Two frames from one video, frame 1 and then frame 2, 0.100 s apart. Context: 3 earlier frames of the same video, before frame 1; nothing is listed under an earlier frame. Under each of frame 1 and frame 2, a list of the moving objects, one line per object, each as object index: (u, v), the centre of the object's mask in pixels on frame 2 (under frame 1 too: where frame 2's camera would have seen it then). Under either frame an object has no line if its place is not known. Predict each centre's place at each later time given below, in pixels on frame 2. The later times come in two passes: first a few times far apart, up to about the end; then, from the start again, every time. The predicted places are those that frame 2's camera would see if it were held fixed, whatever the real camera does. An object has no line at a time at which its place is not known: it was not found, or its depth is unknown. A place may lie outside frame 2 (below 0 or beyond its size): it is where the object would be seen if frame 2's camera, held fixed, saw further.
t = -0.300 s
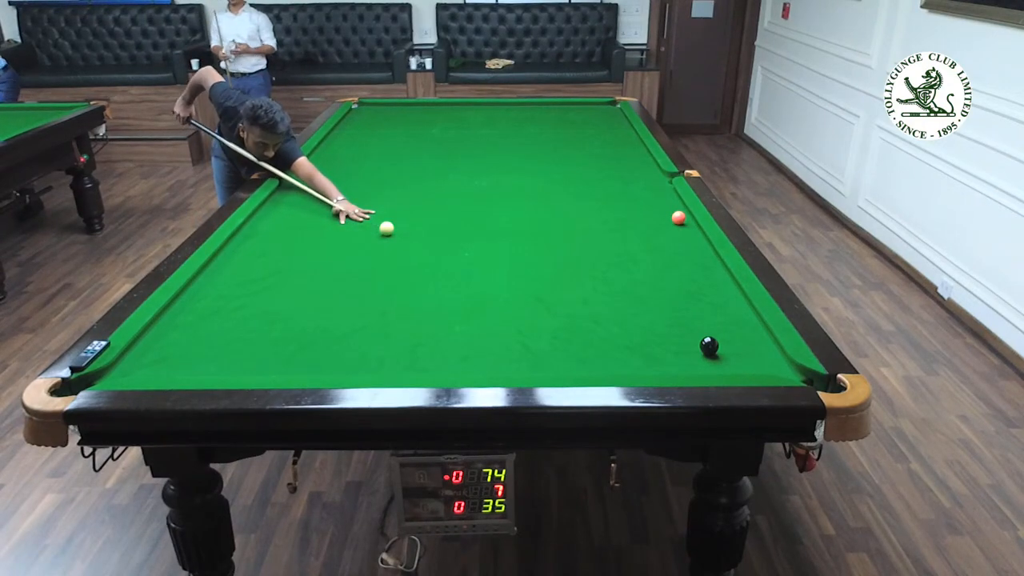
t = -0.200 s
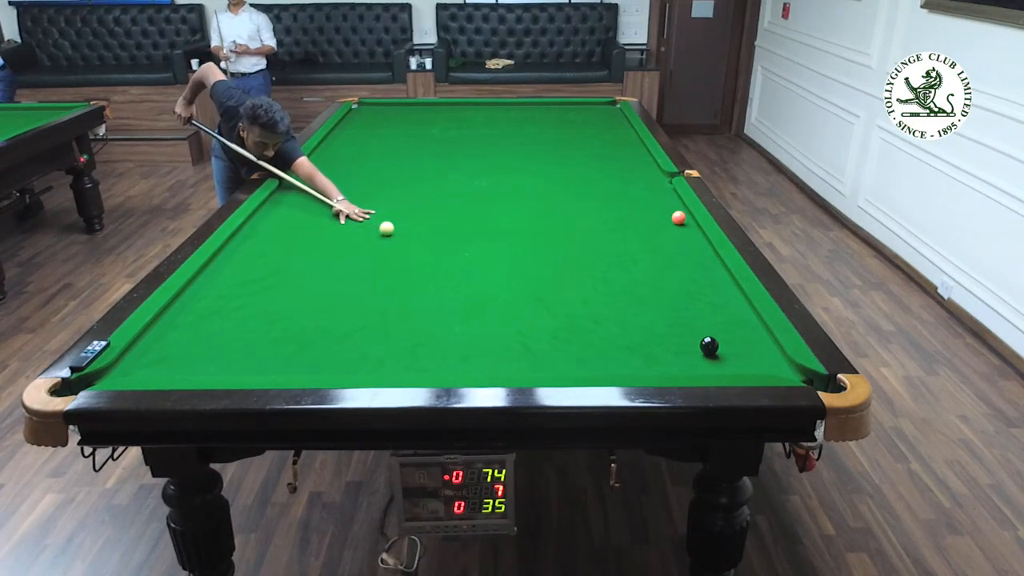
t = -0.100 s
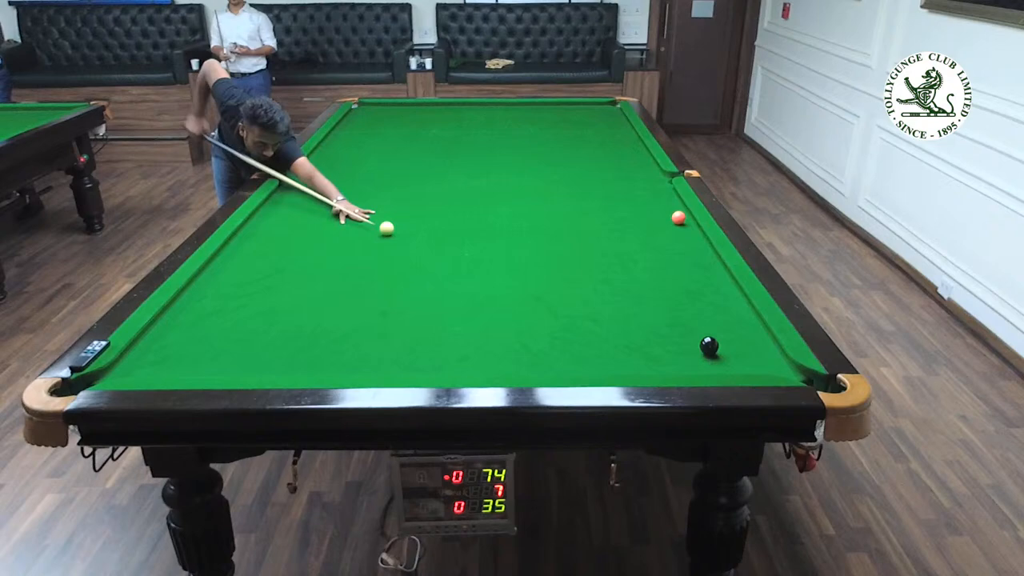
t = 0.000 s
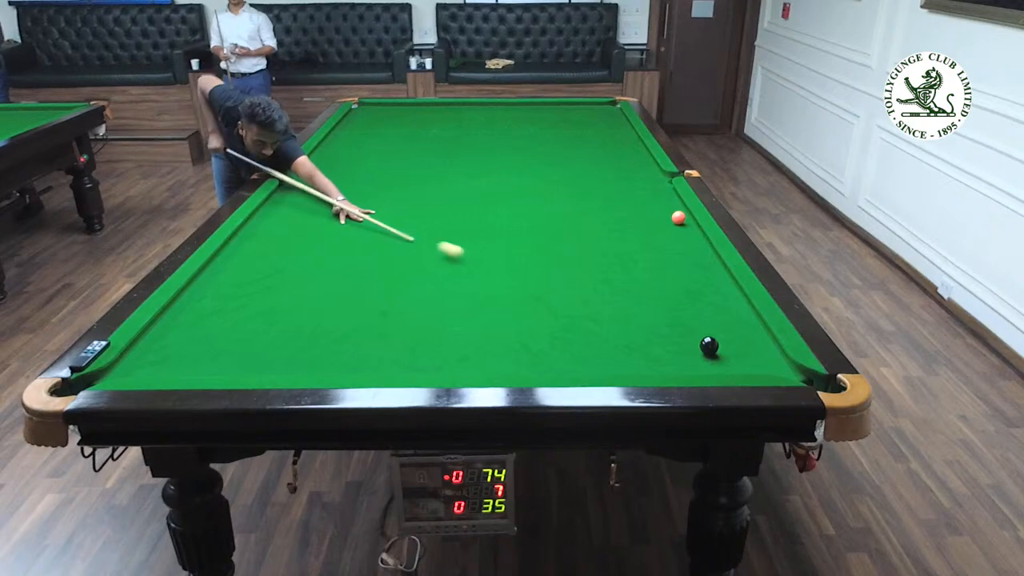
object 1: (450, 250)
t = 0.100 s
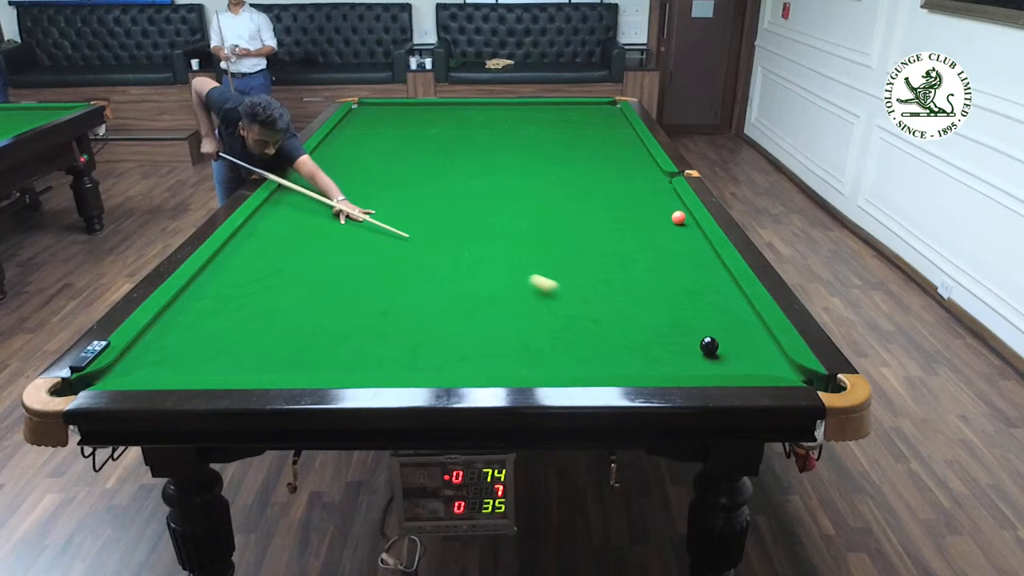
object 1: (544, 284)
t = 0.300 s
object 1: (693, 340)
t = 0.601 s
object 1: (683, 336)
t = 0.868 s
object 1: (676, 333)
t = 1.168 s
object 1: (670, 331)
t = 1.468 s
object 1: (668, 330)
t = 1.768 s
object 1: (668, 330)
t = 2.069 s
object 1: (668, 330)
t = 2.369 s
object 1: (668, 330)
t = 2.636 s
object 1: (668, 331)
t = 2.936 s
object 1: (668, 331)
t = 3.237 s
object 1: (668, 330)
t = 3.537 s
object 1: (668, 330)
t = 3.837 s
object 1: (668, 330)
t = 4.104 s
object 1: (668, 330)
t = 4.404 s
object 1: (668, 330)
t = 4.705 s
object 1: (668, 330)
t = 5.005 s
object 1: (668, 330)
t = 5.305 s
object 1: (668, 330)
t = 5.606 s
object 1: (668, 331)
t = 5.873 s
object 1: (668, 331)
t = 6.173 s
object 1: (668, 331)
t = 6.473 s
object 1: (668, 330)
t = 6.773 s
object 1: (668, 330)
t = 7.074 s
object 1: (668, 330)
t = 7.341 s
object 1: (668, 330)
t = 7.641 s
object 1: (668, 330)
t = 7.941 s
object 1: (668, 330)
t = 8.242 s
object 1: (668, 330)
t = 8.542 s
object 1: (668, 330)
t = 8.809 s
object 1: (668, 330)
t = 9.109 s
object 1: (668, 330)
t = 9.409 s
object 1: (668, 330)
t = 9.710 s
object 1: (668, 330)
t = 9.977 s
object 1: (668, 330)
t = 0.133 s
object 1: (577, 297)
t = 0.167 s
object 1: (613, 310)
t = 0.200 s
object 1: (651, 323)
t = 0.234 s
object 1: (688, 337)
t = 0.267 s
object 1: (693, 340)
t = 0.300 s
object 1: (693, 340)
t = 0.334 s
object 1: (693, 340)
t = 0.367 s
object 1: (691, 340)
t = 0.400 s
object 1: (690, 339)
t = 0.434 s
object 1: (689, 338)
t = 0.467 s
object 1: (687, 338)
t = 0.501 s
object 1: (686, 337)
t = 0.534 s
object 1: (685, 337)
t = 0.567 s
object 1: (684, 336)
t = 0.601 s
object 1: (683, 336)
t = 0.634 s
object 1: (682, 336)
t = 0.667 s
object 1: (681, 335)
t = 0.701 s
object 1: (680, 335)
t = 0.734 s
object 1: (679, 335)
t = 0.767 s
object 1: (678, 334)
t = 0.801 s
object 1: (677, 334)
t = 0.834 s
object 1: (676, 333)
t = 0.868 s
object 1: (676, 333)
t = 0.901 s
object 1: (675, 333)
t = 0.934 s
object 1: (674, 333)
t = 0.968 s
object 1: (674, 332)
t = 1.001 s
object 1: (673, 332)
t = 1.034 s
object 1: (672, 332)
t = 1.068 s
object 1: (672, 332)
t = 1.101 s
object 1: (671, 331)
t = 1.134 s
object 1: (671, 331)
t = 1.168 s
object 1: (670, 331)
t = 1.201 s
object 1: (670, 331)
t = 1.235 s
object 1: (670, 331)
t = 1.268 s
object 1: (669, 331)
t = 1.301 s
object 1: (669, 330)
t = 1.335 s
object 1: (668, 330)
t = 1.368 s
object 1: (668, 330)
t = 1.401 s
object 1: (668, 330)
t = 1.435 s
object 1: (668, 330)
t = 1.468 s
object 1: (668, 330)
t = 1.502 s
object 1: (668, 330)
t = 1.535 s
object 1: (668, 330)
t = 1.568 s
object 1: (668, 330)
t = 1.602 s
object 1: (668, 330)
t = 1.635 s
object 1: (668, 330)
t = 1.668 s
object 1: (668, 330)
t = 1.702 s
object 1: (668, 330)
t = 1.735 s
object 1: (668, 330)
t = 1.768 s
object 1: (668, 330)
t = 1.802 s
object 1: (668, 330)
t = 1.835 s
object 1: (668, 330)
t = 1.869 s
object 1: (668, 330)
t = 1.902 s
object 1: (668, 330)
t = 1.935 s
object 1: (668, 330)
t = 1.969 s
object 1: (668, 330)
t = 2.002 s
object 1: (668, 330)
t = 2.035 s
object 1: (668, 330)
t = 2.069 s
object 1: (668, 330)
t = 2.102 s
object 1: (668, 330)
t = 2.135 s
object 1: (668, 330)
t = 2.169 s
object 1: (668, 330)
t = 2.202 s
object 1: (668, 330)
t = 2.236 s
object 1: (668, 330)
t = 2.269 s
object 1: (668, 331)
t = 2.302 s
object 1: (668, 330)
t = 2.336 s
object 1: (668, 330)
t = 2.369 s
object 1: (668, 330)
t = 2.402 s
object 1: (668, 331)
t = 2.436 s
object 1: (668, 331)
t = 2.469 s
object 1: (668, 331)
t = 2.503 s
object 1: (668, 331)
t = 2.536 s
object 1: (668, 331)
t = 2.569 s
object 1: (668, 331)
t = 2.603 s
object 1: (668, 331)
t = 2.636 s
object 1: (668, 331)
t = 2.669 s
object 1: (668, 331)
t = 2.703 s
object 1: (668, 331)
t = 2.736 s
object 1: (668, 331)
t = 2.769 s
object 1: (668, 331)
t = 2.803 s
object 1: (668, 331)
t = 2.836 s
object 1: (668, 331)
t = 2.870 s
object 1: (668, 331)
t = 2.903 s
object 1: (668, 331)
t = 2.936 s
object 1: (668, 331)
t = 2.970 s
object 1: (668, 331)
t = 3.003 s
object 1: (668, 331)
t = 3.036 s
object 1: (668, 331)
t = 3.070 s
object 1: (668, 331)
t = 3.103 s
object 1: (668, 331)
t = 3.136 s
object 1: (668, 330)
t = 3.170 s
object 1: (668, 330)
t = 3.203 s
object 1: (668, 330)
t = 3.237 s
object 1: (668, 330)
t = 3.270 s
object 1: (668, 330)
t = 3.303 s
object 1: (668, 330)
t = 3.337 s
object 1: (668, 330)
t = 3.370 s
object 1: (668, 330)
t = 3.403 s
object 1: (668, 330)
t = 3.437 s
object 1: (668, 330)
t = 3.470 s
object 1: (668, 330)
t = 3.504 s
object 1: (668, 330)
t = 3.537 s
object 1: (668, 330)
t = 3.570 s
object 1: (668, 330)
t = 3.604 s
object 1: (668, 330)
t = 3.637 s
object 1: (668, 330)
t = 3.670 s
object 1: (668, 330)
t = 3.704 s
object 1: (668, 330)
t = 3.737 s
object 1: (668, 330)
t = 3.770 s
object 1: (668, 330)
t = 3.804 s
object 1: (668, 330)
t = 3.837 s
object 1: (668, 330)
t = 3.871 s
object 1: (668, 330)
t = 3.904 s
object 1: (668, 330)
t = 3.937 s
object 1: (668, 330)
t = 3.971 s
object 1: (668, 330)
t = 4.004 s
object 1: (668, 330)
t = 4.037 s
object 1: (668, 330)
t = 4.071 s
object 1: (668, 330)
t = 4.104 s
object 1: (668, 330)
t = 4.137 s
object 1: (668, 330)
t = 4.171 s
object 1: (668, 330)
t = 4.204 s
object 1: (668, 330)
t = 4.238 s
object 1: (668, 330)
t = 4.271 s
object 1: (668, 330)
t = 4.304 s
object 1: (668, 330)
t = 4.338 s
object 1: (668, 330)
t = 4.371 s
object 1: (668, 330)
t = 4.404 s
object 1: (668, 330)
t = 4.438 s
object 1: (668, 330)
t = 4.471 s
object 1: (668, 330)
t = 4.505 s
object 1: (668, 330)
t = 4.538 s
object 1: (668, 330)
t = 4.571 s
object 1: (668, 330)
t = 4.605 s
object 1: (668, 330)
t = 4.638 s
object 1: (668, 330)
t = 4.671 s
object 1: (668, 330)
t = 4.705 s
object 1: (668, 330)
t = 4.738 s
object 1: (668, 330)
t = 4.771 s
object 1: (668, 330)
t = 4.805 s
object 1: (668, 330)
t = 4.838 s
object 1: (668, 330)
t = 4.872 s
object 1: (668, 330)
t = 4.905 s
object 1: (668, 330)
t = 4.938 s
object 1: (668, 330)
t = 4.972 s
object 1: (668, 330)
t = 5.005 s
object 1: (668, 330)
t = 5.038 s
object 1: (668, 330)
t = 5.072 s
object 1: (668, 330)
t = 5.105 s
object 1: (668, 330)
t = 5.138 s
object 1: (668, 330)
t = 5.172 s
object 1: (668, 330)
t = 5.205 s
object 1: (668, 330)
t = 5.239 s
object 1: (668, 330)
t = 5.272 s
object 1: (668, 330)
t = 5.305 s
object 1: (668, 330)
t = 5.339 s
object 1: (668, 330)
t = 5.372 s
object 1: (668, 331)
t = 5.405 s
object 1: (668, 331)
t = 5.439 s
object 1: (668, 331)
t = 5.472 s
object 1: (668, 331)
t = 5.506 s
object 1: (668, 331)
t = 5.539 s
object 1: (668, 331)
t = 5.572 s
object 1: (668, 331)
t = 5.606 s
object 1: (668, 331)
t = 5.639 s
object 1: (668, 331)
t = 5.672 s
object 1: (668, 331)
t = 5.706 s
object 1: (668, 331)
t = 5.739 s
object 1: (668, 331)
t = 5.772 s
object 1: (668, 331)
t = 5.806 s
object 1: (668, 331)
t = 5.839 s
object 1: (668, 331)
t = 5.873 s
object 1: (668, 331)
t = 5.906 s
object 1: (668, 331)
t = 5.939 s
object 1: (668, 331)
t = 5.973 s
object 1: (668, 331)
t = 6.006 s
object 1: (668, 331)
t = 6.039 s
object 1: (668, 331)
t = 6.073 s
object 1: (668, 331)
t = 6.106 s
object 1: (668, 331)
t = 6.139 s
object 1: (668, 331)
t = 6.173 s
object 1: (668, 331)
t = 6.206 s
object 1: (668, 331)
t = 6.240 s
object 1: (668, 331)
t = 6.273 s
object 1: (668, 330)
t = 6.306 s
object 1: (668, 330)
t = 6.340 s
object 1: (668, 331)
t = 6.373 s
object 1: (668, 330)
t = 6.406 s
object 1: (668, 330)
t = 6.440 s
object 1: (668, 330)
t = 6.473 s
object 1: (668, 330)
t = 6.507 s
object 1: (668, 330)
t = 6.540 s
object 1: (668, 330)
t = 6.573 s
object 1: (668, 330)
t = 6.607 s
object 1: (668, 330)
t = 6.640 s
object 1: (668, 330)
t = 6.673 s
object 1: (668, 330)
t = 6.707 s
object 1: (668, 330)
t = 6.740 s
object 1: (668, 330)
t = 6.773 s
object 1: (668, 330)
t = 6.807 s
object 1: (668, 330)
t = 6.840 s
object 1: (668, 330)
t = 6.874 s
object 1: (668, 330)
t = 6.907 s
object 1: (668, 330)
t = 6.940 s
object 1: (668, 330)
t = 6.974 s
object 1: (668, 330)
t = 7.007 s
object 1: (668, 330)
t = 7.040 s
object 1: (668, 330)
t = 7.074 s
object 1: (668, 330)
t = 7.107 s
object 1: (668, 330)
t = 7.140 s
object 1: (668, 330)
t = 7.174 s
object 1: (668, 330)
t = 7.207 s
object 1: (668, 330)
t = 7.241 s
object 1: (668, 330)
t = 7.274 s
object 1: (668, 330)
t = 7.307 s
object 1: (668, 330)
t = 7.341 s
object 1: (668, 330)
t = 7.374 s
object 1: (668, 330)
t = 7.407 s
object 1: (668, 330)
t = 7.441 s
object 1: (668, 330)
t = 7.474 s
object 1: (668, 330)
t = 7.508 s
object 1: (668, 330)
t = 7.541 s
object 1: (668, 330)
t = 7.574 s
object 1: (668, 331)
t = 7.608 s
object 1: (668, 330)
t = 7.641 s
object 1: (668, 330)
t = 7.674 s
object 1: (668, 330)
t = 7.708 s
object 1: (668, 330)
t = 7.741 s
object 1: (668, 330)
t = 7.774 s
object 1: (668, 330)
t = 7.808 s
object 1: (668, 330)
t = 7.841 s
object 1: (668, 330)
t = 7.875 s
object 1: (668, 330)
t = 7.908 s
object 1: (668, 330)
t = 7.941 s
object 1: (668, 330)
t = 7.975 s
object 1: (668, 330)
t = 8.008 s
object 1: (668, 330)
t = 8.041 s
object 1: (668, 330)
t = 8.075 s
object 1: (668, 330)
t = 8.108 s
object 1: (668, 330)
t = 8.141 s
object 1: (668, 330)
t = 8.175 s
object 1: (668, 330)
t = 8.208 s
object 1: (668, 330)
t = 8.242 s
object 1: (668, 330)
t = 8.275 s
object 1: (668, 330)
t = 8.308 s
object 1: (668, 330)
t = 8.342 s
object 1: (668, 330)
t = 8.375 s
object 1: (668, 330)
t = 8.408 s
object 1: (668, 330)
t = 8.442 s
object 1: (668, 330)
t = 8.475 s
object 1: (668, 330)
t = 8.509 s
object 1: (668, 330)
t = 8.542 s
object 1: (668, 330)
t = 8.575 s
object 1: (668, 330)
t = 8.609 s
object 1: (668, 330)
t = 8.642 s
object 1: (668, 330)
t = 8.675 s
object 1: (668, 330)
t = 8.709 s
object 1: (668, 331)
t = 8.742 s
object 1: (668, 330)
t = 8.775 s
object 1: (668, 330)
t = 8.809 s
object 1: (668, 330)
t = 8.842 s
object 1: (668, 330)
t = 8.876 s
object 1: (668, 330)
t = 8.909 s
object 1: (668, 330)
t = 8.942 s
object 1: (668, 330)
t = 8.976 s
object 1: (668, 330)
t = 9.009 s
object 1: (668, 331)
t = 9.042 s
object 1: (668, 330)
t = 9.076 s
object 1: (668, 330)
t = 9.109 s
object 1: (668, 330)
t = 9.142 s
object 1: (668, 330)
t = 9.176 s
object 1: (668, 330)
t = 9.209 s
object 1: (668, 330)
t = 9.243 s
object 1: (668, 330)
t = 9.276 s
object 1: (668, 330)
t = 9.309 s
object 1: (668, 330)
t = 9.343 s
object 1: (668, 330)
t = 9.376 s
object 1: (668, 330)
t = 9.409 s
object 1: (668, 330)
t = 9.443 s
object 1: (668, 330)
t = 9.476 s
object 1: (668, 330)
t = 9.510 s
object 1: (668, 330)
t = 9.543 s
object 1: (668, 330)
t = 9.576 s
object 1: (668, 330)
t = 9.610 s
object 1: (668, 330)
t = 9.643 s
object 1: (668, 330)
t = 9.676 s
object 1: (668, 330)
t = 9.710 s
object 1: (668, 330)
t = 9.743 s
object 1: (668, 330)
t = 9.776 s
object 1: (668, 330)
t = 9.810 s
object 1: (668, 330)
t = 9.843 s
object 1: (668, 330)
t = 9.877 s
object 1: (668, 330)
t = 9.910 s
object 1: (668, 330)
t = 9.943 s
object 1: (668, 330)
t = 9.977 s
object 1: (668, 330)
